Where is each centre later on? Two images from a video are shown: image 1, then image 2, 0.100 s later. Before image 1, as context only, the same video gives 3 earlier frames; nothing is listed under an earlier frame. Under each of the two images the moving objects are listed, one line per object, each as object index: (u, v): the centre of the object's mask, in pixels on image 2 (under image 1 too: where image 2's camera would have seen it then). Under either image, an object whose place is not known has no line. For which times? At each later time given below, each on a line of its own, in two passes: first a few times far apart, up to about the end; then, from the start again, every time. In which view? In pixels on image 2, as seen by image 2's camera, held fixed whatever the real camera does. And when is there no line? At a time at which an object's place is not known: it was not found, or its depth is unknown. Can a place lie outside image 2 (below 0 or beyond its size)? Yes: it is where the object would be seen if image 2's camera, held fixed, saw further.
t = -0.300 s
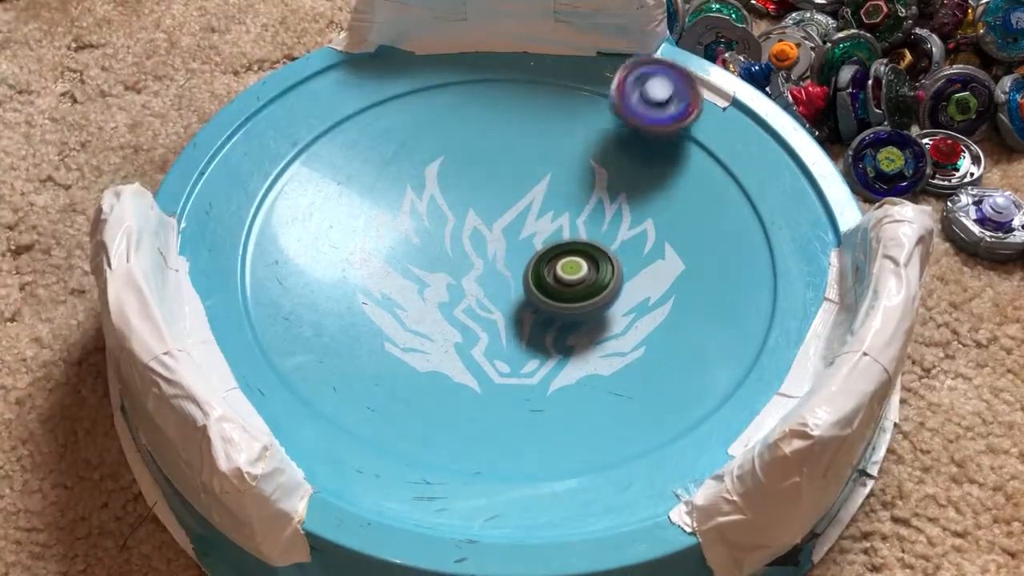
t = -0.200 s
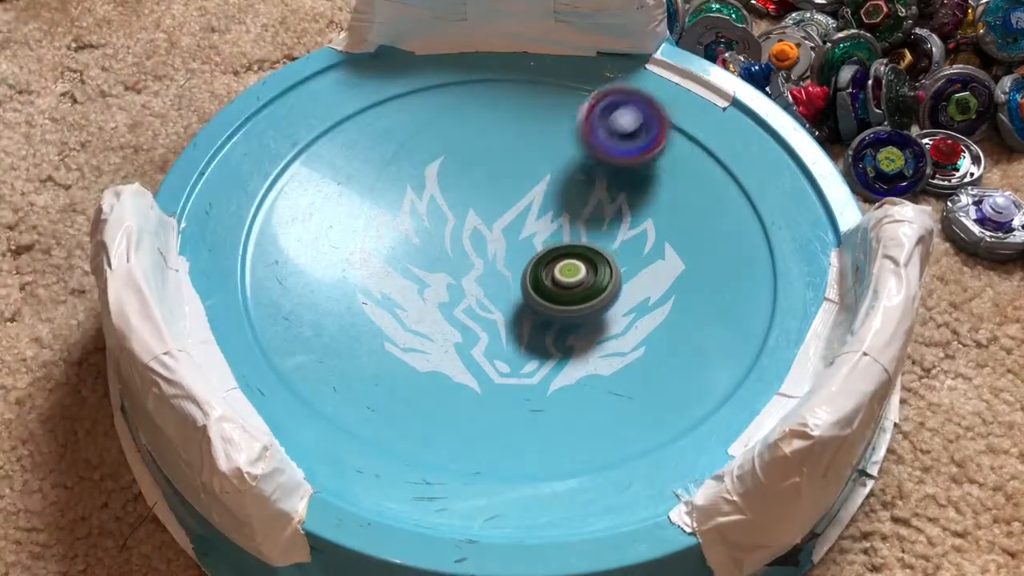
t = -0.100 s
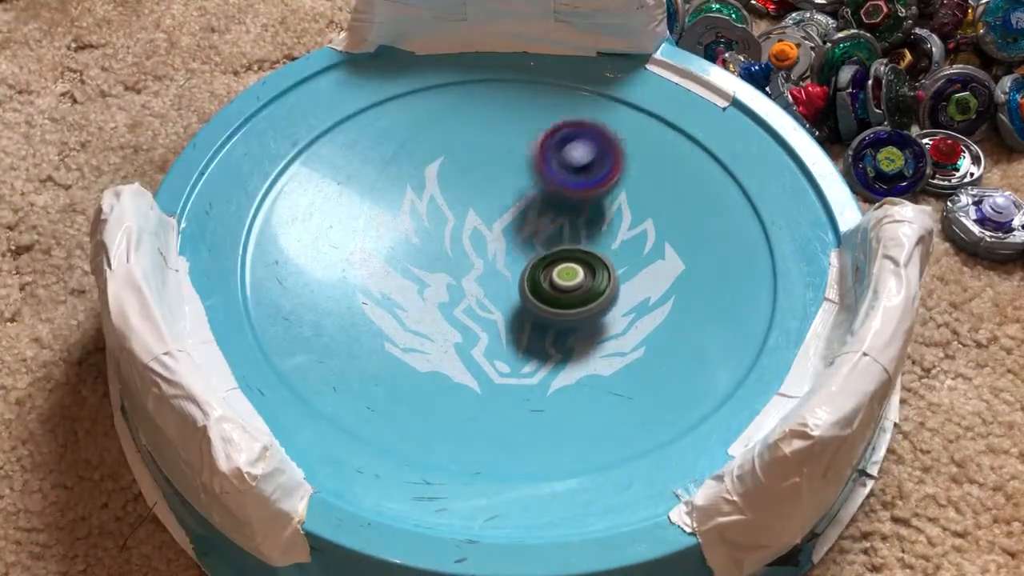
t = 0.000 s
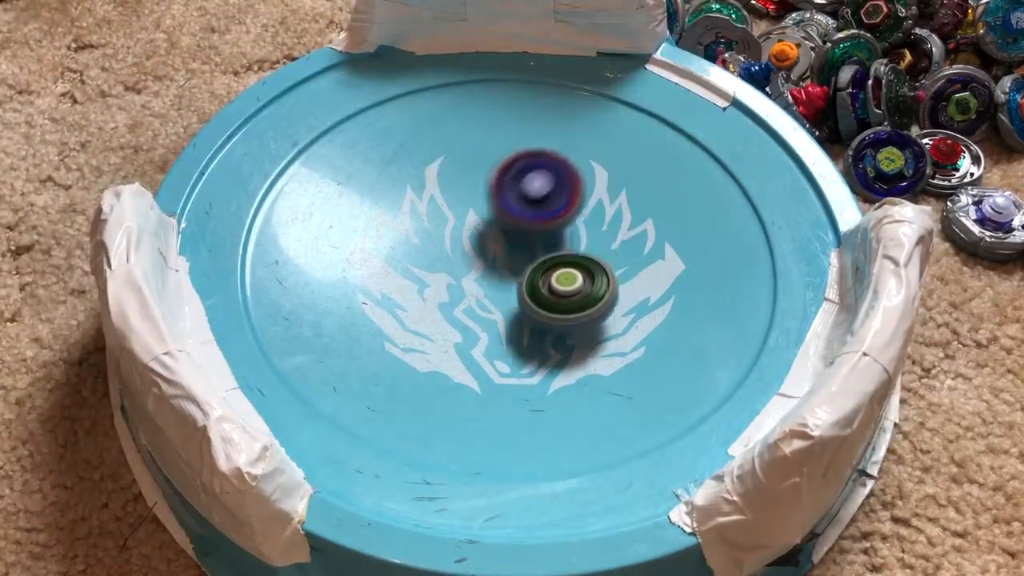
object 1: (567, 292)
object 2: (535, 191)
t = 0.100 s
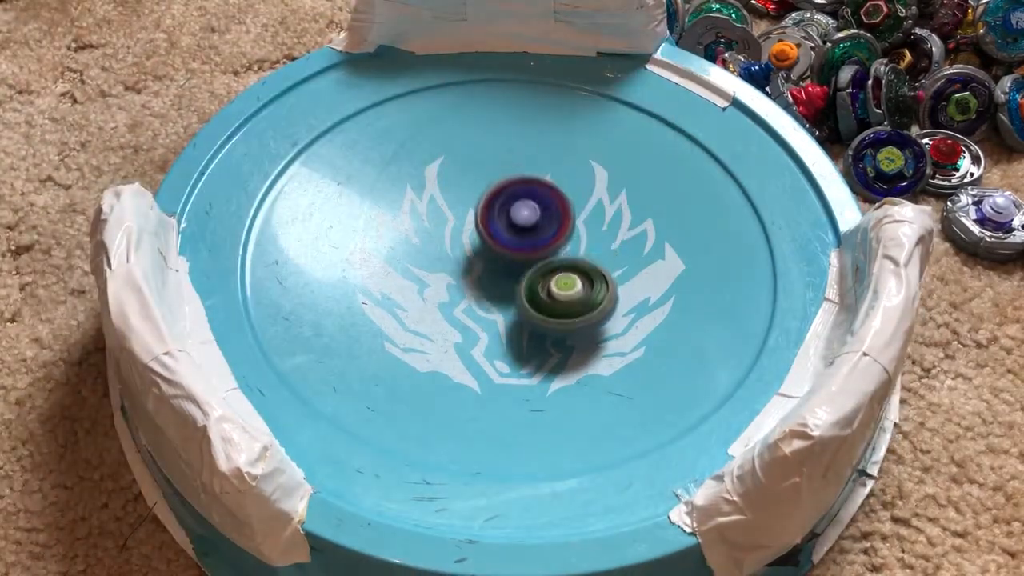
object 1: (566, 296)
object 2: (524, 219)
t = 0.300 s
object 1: (600, 343)
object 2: (573, 204)
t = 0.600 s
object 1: (593, 303)
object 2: (617, 149)
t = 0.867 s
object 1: (547, 299)
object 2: (522, 194)
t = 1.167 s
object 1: (544, 418)
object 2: (567, 252)
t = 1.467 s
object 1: (575, 327)
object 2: (713, 244)
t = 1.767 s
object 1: (461, 288)
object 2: (601, 191)
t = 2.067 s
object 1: (286, 355)
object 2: (599, 244)
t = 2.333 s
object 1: (525, 323)
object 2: (605, 254)
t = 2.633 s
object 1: (409, 277)
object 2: (605, 228)
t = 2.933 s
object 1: (339, 308)
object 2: (530, 228)
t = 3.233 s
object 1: (368, 301)
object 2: (643, 308)
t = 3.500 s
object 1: (429, 275)
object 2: (656, 208)
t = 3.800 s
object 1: (372, 242)
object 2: (521, 222)
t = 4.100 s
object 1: (315, 284)
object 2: (593, 238)
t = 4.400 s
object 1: (402, 265)
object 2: (622, 249)
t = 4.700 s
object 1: (450, 246)
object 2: (550, 213)
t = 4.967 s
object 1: (375, 270)
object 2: (574, 214)
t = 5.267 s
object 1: (233, 271)
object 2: (765, 206)
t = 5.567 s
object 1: (385, 311)
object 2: (718, 134)
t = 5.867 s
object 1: (530, 277)
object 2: (509, 192)
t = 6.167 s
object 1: (605, 307)
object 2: (435, 294)
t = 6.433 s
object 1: (614, 249)
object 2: (598, 358)
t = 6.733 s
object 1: (515, 191)
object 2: (682, 269)
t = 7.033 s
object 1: (437, 199)
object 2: (551, 231)
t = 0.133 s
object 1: (574, 315)
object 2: (522, 213)
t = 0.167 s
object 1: (580, 332)
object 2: (524, 208)
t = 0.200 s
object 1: (585, 341)
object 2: (531, 206)
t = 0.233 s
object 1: (590, 344)
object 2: (543, 205)
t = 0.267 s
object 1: (595, 345)
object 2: (557, 204)
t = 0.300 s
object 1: (600, 343)
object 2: (573, 204)
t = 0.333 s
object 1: (603, 340)
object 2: (588, 200)
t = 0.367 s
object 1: (605, 335)
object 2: (602, 196)
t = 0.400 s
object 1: (606, 331)
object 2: (613, 191)
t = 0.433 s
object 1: (606, 327)
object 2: (620, 184)
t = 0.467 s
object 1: (606, 320)
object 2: (624, 178)
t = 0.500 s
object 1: (604, 316)
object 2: (626, 170)
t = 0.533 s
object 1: (600, 313)
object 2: (625, 163)
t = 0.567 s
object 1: (597, 310)
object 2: (622, 156)
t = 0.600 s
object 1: (593, 303)
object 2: (617, 149)
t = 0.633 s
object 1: (589, 301)
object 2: (609, 144)
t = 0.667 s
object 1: (584, 299)
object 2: (599, 141)
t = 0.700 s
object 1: (578, 298)
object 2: (587, 141)
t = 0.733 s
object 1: (572, 298)
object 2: (573, 143)
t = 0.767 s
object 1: (566, 297)
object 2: (557, 151)
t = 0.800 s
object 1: (559, 297)
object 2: (543, 162)
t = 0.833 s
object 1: (553, 298)
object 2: (531, 175)
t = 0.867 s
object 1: (547, 299)
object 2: (522, 194)
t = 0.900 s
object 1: (541, 299)
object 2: (518, 213)
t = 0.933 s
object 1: (530, 330)
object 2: (519, 217)
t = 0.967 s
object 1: (529, 356)
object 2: (522, 210)
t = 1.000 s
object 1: (525, 378)
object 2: (526, 209)
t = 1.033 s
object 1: (522, 398)
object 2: (530, 212)
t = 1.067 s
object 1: (523, 410)
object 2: (536, 218)
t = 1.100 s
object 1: (527, 417)
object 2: (544, 228)
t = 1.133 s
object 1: (535, 419)
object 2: (554, 240)
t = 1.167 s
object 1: (544, 418)
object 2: (567, 252)
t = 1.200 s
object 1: (553, 414)
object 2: (583, 262)
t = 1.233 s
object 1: (561, 407)
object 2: (602, 270)
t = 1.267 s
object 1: (569, 398)
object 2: (623, 275)
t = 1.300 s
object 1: (575, 387)
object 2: (644, 277)
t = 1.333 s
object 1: (579, 374)
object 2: (663, 275)
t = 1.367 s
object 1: (581, 362)
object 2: (680, 271)
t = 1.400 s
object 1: (581, 350)
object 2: (695, 265)
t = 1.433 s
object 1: (580, 337)
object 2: (706, 255)
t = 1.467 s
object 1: (575, 327)
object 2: (713, 244)
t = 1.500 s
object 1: (567, 319)
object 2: (716, 234)
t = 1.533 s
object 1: (557, 311)
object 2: (715, 224)
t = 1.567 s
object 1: (545, 304)
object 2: (709, 214)
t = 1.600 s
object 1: (532, 300)
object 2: (701, 205)
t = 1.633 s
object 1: (517, 295)
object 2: (688, 198)
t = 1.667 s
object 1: (503, 293)
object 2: (670, 192)
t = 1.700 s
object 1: (488, 291)
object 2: (651, 188)
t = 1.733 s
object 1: (475, 288)
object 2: (628, 188)
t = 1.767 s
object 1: (461, 288)
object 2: (601, 191)
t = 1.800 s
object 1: (448, 292)
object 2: (574, 196)
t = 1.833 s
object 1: (436, 294)
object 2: (548, 206)
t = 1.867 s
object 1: (427, 294)
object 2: (525, 220)
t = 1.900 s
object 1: (418, 297)
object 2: (504, 237)
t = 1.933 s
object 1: (406, 306)
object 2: (497, 250)
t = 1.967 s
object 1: (331, 333)
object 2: (529, 246)
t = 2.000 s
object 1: (276, 351)
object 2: (557, 244)
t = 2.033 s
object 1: (262, 352)
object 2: (583, 242)
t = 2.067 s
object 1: (286, 355)
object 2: (599, 244)
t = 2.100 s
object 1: (315, 374)
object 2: (611, 246)
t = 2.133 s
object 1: (351, 379)
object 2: (618, 247)
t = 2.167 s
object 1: (386, 377)
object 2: (622, 249)
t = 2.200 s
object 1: (420, 371)
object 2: (622, 249)
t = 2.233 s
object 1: (452, 362)
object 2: (620, 251)
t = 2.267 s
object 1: (480, 350)
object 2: (616, 251)
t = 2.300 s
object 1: (505, 339)
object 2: (611, 252)
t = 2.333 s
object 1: (525, 323)
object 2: (605, 254)
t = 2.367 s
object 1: (526, 315)
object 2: (607, 250)
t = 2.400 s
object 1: (517, 313)
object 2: (614, 243)
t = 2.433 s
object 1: (510, 307)
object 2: (614, 237)
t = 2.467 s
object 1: (503, 300)
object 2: (609, 235)
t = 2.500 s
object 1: (496, 292)
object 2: (601, 234)
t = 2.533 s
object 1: (488, 287)
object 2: (590, 234)
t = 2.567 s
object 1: (482, 281)
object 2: (576, 237)
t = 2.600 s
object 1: (455, 276)
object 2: (584, 235)
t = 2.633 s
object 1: (409, 277)
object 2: (605, 228)
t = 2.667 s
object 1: (373, 277)
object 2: (619, 222)
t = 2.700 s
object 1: (346, 278)
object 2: (625, 217)
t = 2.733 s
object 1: (327, 279)
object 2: (624, 212)
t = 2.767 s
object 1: (317, 281)
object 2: (615, 208)
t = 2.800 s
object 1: (314, 285)
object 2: (600, 206)
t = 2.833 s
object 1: (316, 291)
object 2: (583, 207)
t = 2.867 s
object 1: (321, 297)
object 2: (564, 211)
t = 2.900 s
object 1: (329, 302)
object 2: (546, 218)
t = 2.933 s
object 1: (339, 308)
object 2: (530, 228)
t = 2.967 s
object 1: (350, 311)
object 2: (516, 242)
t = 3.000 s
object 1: (363, 314)
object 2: (507, 256)
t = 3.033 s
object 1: (376, 315)
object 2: (503, 271)
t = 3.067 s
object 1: (391, 314)
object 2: (503, 287)
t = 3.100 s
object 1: (389, 312)
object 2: (522, 298)
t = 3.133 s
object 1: (372, 308)
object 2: (559, 307)
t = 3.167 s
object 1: (364, 305)
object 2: (592, 312)
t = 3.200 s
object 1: (363, 302)
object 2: (620, 312)
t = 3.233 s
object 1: (368, 301)
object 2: (643, 308)
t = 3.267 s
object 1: (374, 299)
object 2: (663, 300)
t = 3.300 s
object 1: (382, 296)
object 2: (679, 288)
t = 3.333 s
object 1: (390, 295)
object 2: (689, 275)
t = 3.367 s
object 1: (399, 293)
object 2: (693, 260)
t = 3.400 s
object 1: (407, 288)
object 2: (693, 246)
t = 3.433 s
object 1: (416, 283)
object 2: (686, 231)
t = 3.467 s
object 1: (423, 280)
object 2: (673, 218)
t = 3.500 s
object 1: (429, 275)
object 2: (656, 208)
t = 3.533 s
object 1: (434, 271)
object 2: (636, 199)
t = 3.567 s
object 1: (438, 267)
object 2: (612, 194)
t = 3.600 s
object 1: (440, 264)
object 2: (586, 191)
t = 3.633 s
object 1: (442, 257)
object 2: (559, 192)
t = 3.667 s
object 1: (443, 250)
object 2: (533, 198)
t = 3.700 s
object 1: (432, 245)
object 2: (522, 202)
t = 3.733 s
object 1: (416, 243)
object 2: (515, 207)
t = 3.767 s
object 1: (406, 244)
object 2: (505, 216)
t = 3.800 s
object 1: (372, 242)
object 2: (521, 222)
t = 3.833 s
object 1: (329, 243)
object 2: (549, 230)
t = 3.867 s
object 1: (296, 244)
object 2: (571, 236)
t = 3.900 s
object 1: (274, 249)
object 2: (586, 243)
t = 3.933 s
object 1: (263, 254)
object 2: (595, 246)
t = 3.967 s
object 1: (262, 259)
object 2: (599, 247)
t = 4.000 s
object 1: (268, 266)
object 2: (601, 246)
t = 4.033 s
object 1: (280, 272)
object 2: (600, 244)
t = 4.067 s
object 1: (296, 278)
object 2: (597, 241)
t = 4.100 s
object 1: (315, 284)
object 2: (593, 238)
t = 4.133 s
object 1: (337, 288)
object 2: (586, 237)
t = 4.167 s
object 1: (360, 291)
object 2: (578, 238)
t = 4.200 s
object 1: (384, 291)
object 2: (569, 240)
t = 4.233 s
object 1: (409, 288)
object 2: (561, 244)
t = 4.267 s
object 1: (432, 284)
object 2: (553, 249)
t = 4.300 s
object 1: (446, 278)
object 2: (552, 255)
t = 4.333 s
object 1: (424, 276)
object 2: (582, 254)
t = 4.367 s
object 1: (410, 269)
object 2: (606, 254)
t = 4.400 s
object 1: (402, 265)
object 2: (622, 249)
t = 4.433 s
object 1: (401, 260)
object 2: (630, 245)
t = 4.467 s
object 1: (404, 257)
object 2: (633, 238)
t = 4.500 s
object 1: (410, 252)
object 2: (630, 231)
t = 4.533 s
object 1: (417, 250)
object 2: (623, 223)
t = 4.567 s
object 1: (425, 249)
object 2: (612, 217)
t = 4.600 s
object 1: (433, 248)
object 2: (597, 211)
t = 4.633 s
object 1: (440, 248)
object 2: (580, 209)
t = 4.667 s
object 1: (446, 248)
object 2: (563, 209)
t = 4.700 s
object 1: (450, 246)
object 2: (550, 213)
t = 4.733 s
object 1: (413, 250)
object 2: (570, 209)
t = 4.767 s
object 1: (383, 251)
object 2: (587, 208)
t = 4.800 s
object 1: (360, 255)
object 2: (598, 208)
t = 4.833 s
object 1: (347, 257)
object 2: (603, 208)
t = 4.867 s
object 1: (344, 261)
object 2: (601, 209)
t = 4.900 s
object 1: (350, 263)
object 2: (595, 211)
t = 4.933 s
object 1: (360, 267)
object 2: (584, 212)
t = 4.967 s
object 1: (375, 270)
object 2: (574, 214)
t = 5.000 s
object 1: (390, 274)
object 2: (562, 220)
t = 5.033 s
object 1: (408, 275)
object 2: (552, 226)
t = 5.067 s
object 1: (425, 275)
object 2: (543, 235)
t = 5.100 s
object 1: (437, 276)
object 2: (539, 244)
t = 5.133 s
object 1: (386, 276)
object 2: (594, 241)
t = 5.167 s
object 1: (325, 277)
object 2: (655, 234)
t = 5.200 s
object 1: (276, 276)
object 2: (700, 225)
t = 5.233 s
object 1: (246, 272)
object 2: (738, 215)
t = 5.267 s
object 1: (233, 271)
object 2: (765, 206)
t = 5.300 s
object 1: (225, 275)
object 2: (774, 193)
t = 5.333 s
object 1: (229, 276)
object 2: (778, 184)
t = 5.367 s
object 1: (239, 280)
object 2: (779, 174)
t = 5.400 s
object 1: (255, 287)
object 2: (775, 164)
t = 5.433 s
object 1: (277, 296)
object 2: (769, 156)
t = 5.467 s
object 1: (302, 302)
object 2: (760, 148)
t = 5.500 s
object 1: (329, 307)
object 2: (748, 141)
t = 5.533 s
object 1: (356, 311)
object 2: (734, 136)
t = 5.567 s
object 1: (385, 311)
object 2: (718, 134)
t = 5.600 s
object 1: (412, 312)
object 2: (696, 132)
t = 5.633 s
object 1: (438, 312)
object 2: (673, 132)
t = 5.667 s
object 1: (462, 308)
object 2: (648, 134)
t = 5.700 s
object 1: (481, 302)
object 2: (623, 140)
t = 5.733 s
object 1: (497, 297)
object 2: (597, 146)
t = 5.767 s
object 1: (510, 292)
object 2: (572, 155)
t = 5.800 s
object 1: (519, 286)
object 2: (548, 167)
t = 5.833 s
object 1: (526, 280)
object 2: (528, 180)
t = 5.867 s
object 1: (530, 277)
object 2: (509, 192)
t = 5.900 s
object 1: (536, 295)
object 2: (490, 189)
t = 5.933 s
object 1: (543, 311)
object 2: (475, 188)
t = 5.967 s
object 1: (550, 322)
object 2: (461, 193)
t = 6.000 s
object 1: (558, 327)
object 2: (450, 202)
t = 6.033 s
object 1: (568, 328)
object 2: (440, 218)
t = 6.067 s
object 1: (578, 327)
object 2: (433, 235)
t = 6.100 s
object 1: (589, 322)
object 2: (430, 255)
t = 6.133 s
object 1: (598, 313)
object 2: (430, 276)
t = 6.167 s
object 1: (605, 307)
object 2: (435, 294)
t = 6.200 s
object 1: (612, 297)
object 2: (444, 314)
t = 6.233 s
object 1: (616, 291)
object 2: (459, 331)
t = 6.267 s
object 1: (619, 281)
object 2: (478, 348)
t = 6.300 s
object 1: (620, 276)
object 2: (501, 359)
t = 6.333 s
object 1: (621, 268)
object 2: (524, 364)
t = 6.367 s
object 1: (619, 265)
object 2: (550, 365)
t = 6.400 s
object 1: (617, 255)
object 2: (575, 364)
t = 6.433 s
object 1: (614, 249)
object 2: (598, 358)
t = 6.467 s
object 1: (609, 247)
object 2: (619, 353)
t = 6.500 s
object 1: (604, 240)
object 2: (637, 342)
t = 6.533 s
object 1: (599, 239)
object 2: (651, 329)
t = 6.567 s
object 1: (593, 234)
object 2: (661, 316)
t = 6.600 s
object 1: (587, 233)
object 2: (664, 302)
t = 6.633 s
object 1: (581, 231)
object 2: (664, 286)
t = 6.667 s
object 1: (573, 230)
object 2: (661, 269)
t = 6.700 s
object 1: (542, 208)
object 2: (673, 269)
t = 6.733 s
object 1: (515, 191)
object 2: (682, 269)
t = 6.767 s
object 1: (492, 178)
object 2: (683, 266)
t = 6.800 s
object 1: (473, 171)
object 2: (677, 261)
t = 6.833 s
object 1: (459, 169)
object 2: (666, 254)
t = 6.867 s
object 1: (450, 171)
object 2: (651, 245)
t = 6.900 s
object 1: (446, 175)
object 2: (632, 236)
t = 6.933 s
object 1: (443, 181)
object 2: (613, 233)
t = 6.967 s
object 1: (440, 188)
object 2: (591, 230)
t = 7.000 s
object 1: (438, 194)
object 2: (571, 229)
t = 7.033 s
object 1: (437, 199)
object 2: (551, 231)
